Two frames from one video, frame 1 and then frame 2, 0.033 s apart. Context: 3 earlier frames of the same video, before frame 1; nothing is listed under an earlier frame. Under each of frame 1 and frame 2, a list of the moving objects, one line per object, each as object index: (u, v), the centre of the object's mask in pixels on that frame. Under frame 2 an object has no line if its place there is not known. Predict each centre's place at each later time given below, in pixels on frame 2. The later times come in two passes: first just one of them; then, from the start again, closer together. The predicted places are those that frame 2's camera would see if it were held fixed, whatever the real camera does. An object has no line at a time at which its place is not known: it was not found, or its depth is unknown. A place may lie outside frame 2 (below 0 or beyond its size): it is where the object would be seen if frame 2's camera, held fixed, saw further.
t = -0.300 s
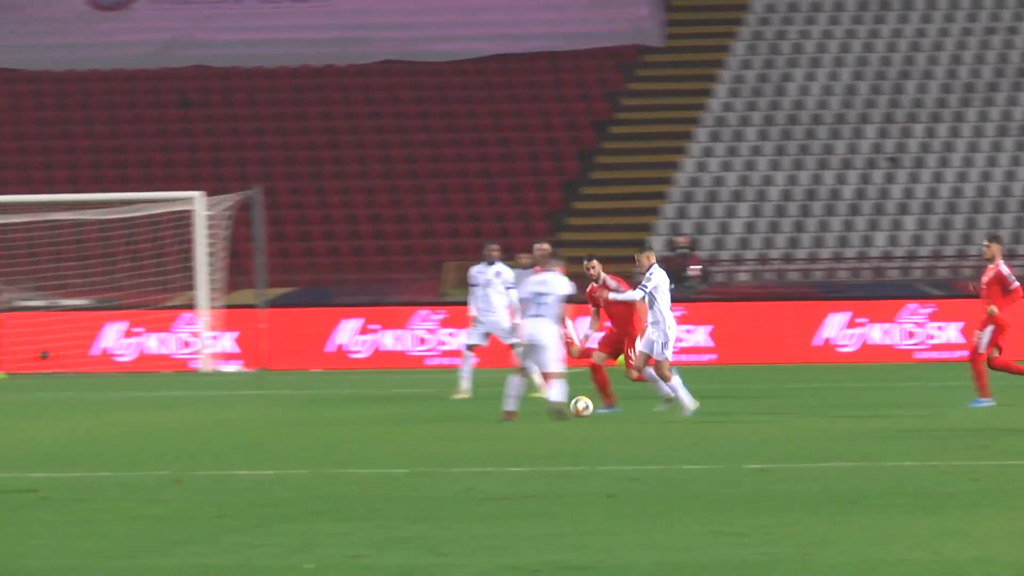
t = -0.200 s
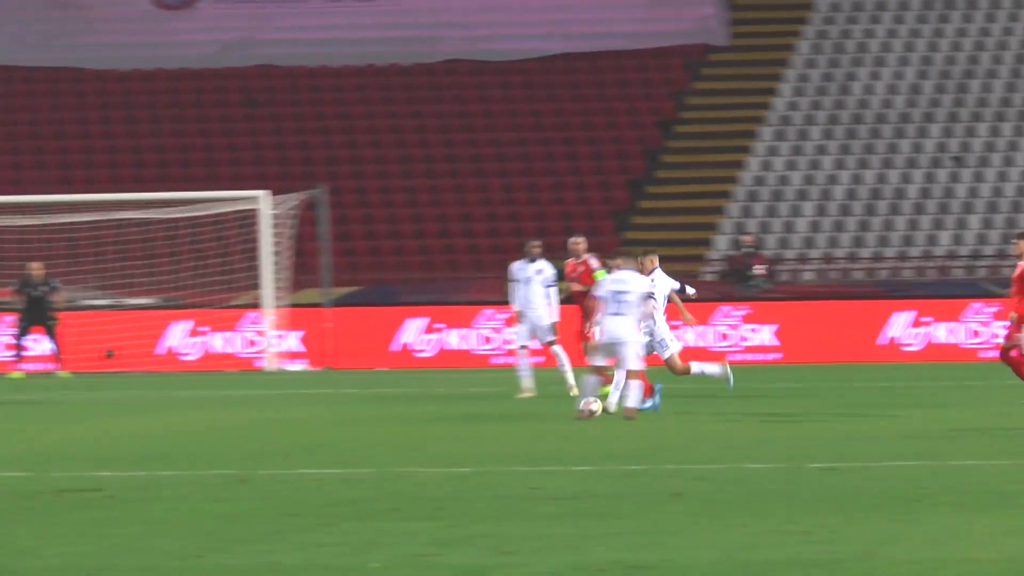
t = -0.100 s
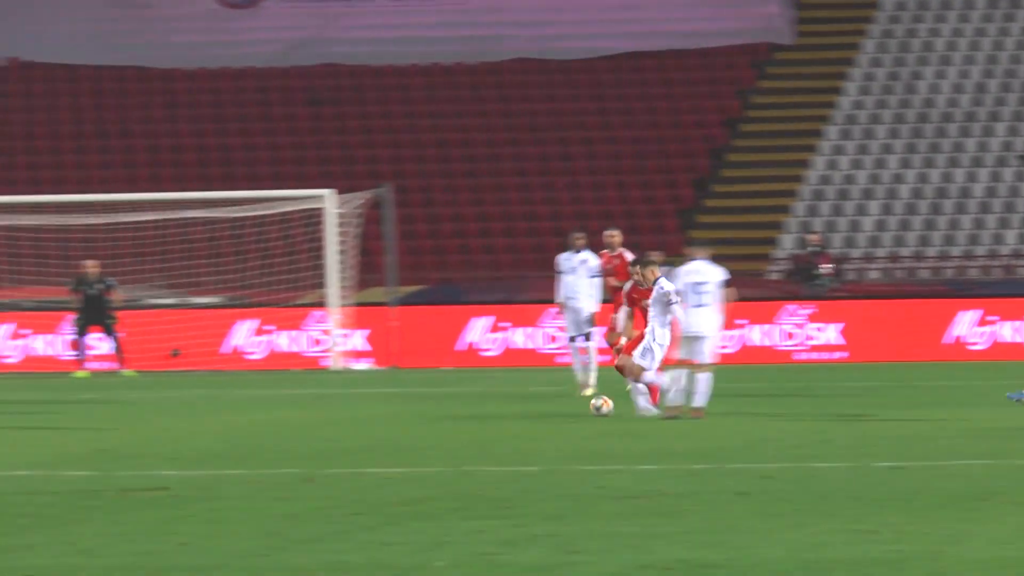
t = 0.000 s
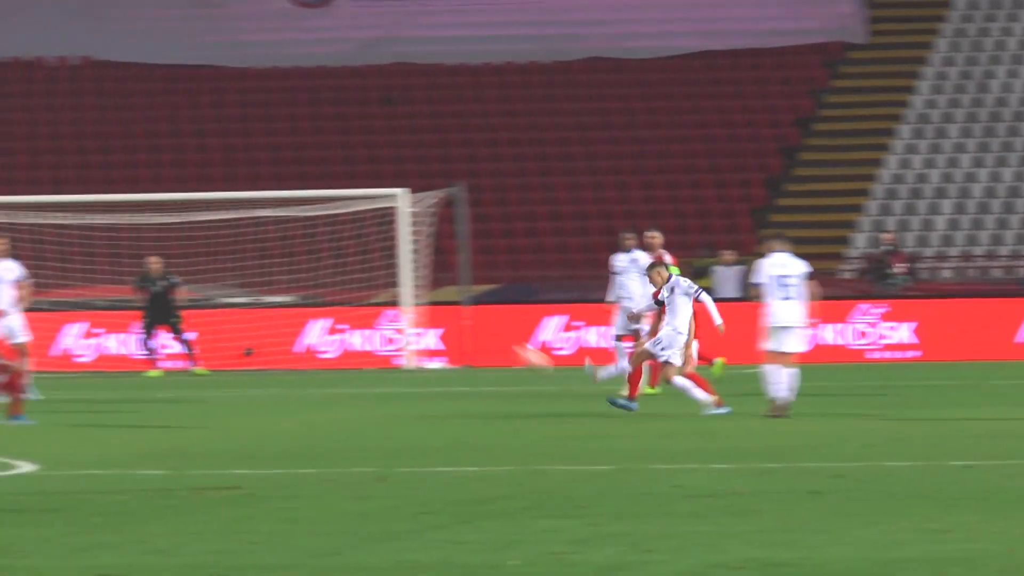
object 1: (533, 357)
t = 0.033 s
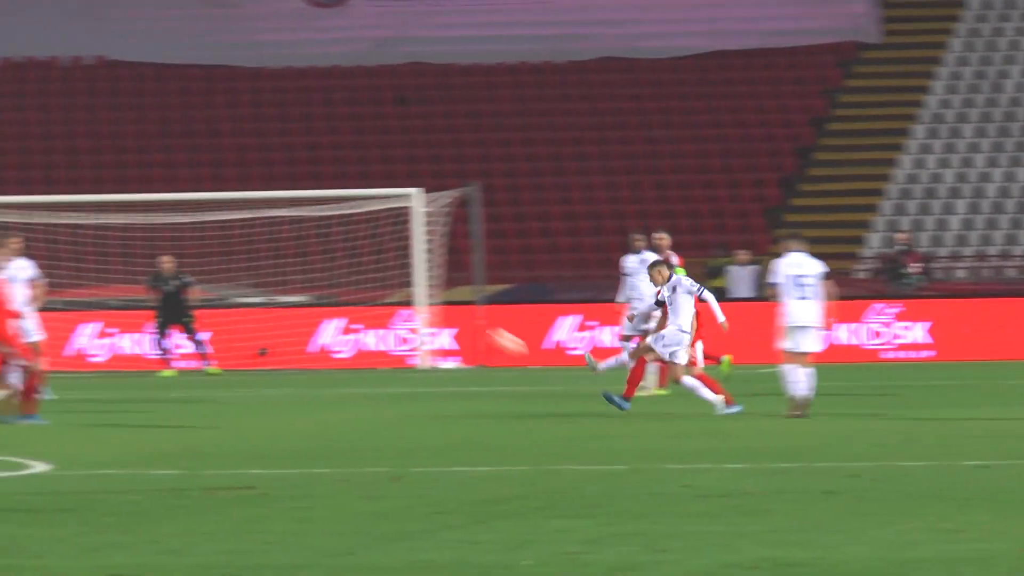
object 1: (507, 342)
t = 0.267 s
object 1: (65, 182)
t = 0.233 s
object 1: (136, 205)
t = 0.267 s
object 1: (65, 182)
